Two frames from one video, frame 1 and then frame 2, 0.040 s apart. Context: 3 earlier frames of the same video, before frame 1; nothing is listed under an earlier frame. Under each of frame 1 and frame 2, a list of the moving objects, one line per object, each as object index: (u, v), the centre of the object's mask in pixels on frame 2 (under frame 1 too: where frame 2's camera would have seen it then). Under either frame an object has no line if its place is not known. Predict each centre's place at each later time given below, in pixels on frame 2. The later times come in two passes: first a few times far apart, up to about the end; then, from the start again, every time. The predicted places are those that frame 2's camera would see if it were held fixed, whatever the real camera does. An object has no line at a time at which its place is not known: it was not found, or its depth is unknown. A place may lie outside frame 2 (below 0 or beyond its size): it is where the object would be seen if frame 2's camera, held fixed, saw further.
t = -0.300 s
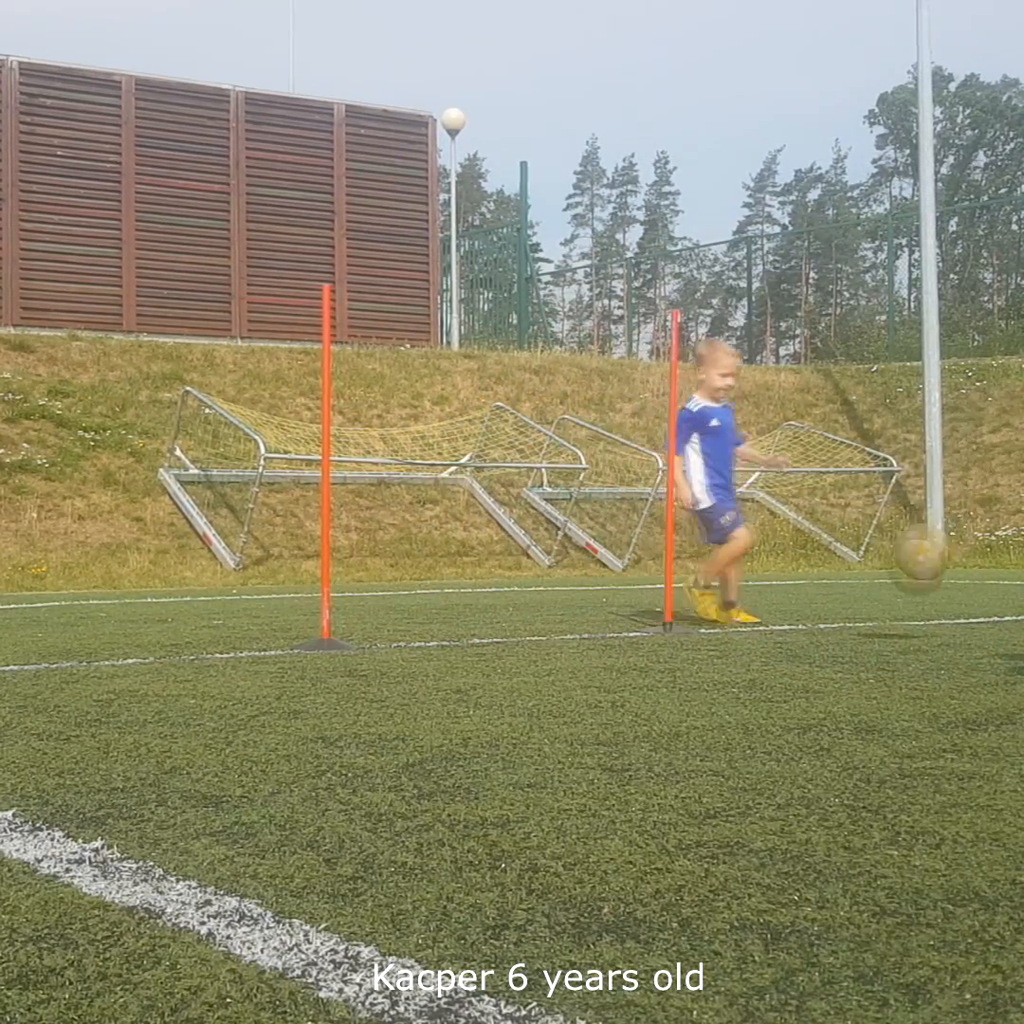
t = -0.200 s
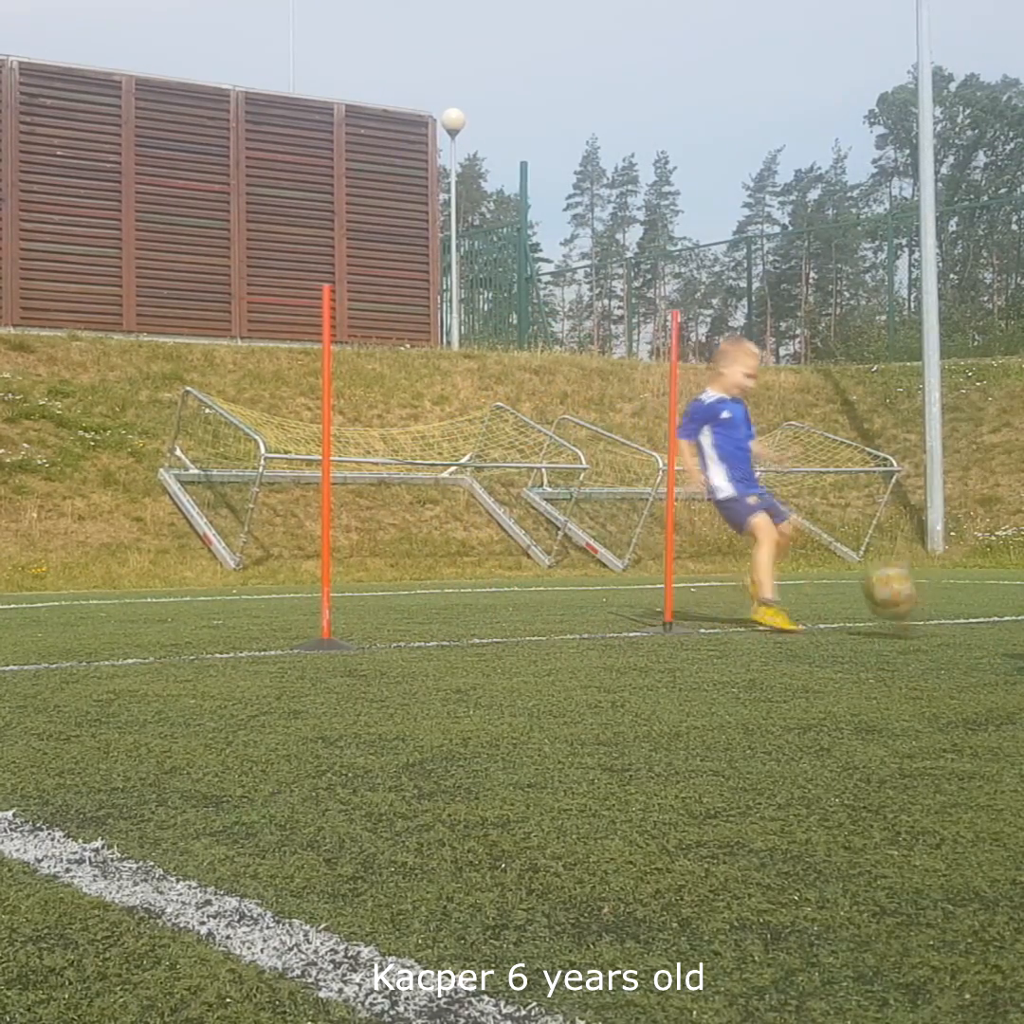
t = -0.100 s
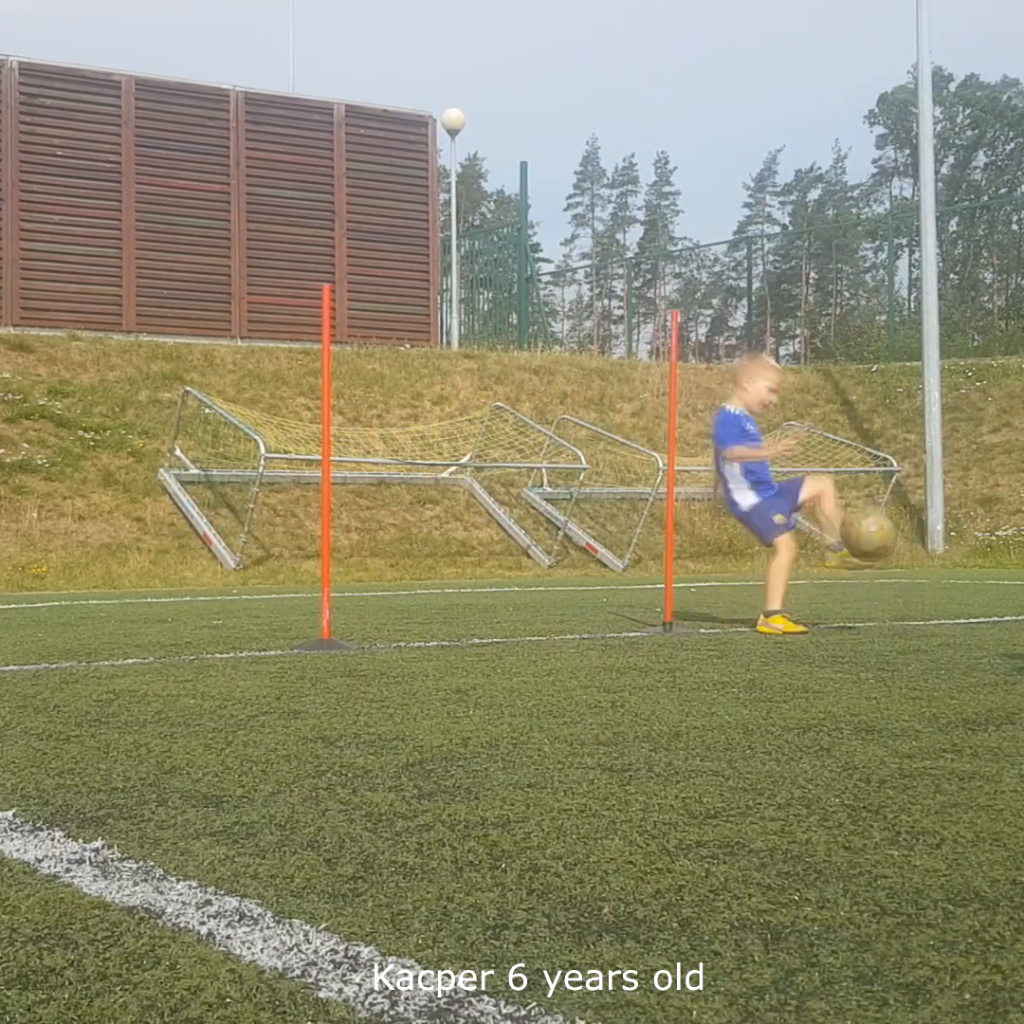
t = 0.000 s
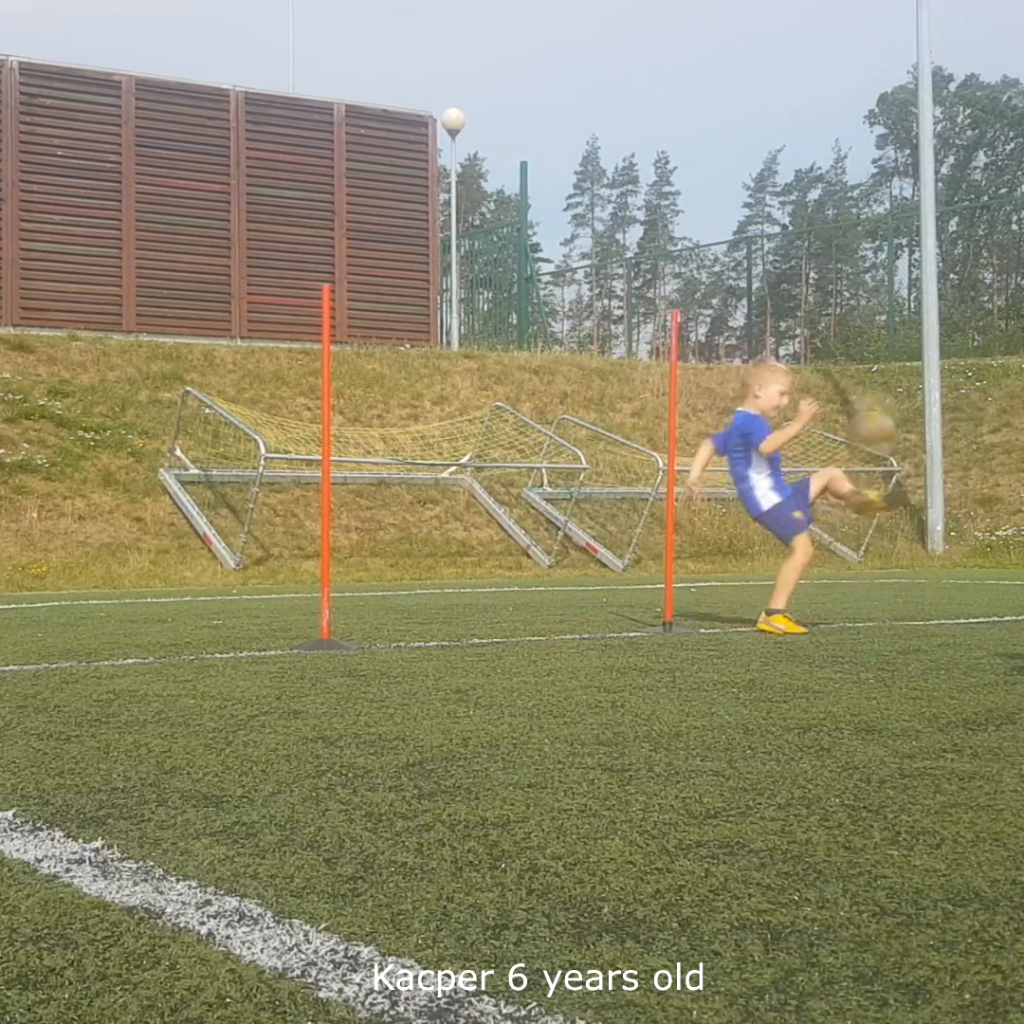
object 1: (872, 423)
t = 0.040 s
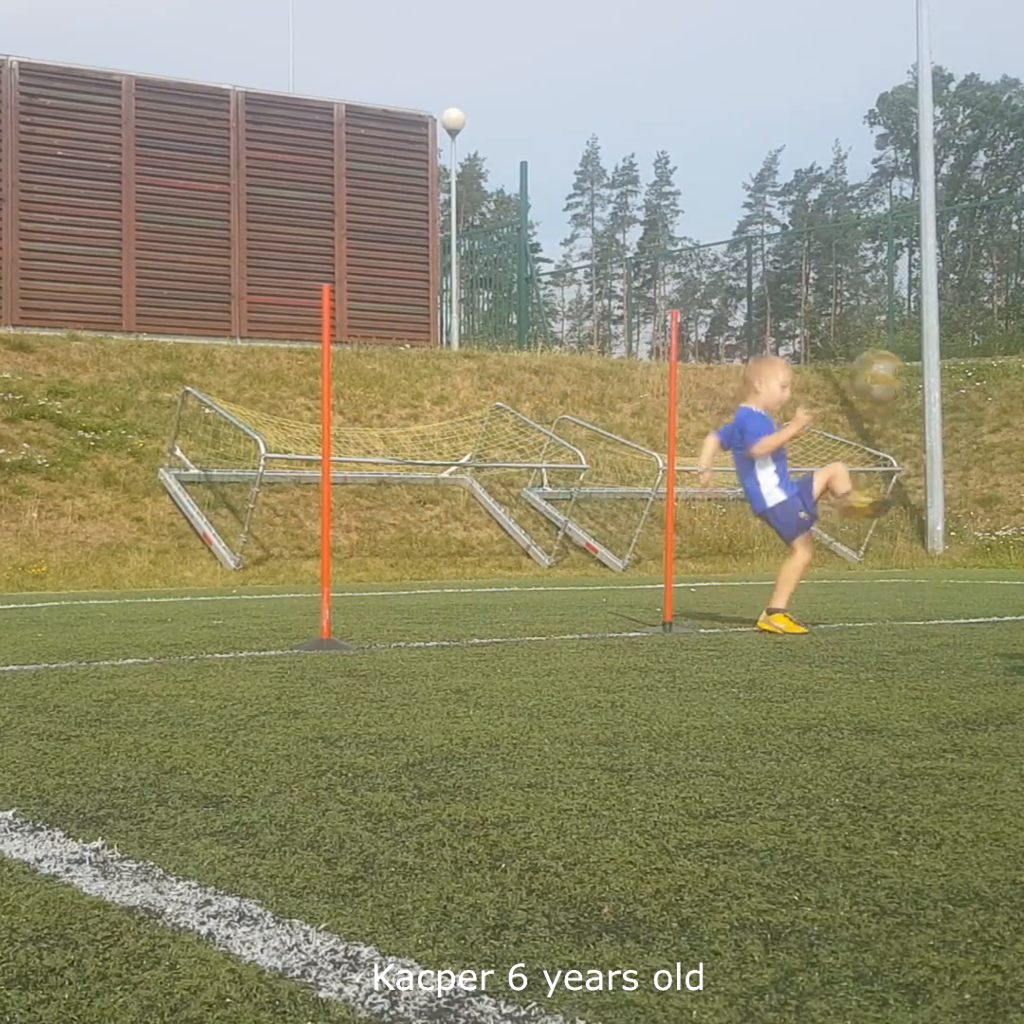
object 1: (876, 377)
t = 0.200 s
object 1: (900, 201)
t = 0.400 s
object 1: (945, 38)
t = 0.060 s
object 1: (879, 355)
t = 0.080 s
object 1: (885, 328)
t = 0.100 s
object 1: (885, 304)
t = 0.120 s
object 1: (888, 284)
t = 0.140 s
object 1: (890, 261)
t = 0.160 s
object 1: (893, 244)
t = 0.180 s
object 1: (896, 226)
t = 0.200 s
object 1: (900, 201)
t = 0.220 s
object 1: (903, 182)
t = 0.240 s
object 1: (906, 161)
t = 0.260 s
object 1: (910, 146)
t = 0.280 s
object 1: (913, 124)
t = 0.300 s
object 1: (919, 109)
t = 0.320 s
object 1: (923, 93)
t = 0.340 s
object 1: (930, 78)
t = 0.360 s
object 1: (935, 64)
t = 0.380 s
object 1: (941, 50)
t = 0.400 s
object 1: (945, 38)
